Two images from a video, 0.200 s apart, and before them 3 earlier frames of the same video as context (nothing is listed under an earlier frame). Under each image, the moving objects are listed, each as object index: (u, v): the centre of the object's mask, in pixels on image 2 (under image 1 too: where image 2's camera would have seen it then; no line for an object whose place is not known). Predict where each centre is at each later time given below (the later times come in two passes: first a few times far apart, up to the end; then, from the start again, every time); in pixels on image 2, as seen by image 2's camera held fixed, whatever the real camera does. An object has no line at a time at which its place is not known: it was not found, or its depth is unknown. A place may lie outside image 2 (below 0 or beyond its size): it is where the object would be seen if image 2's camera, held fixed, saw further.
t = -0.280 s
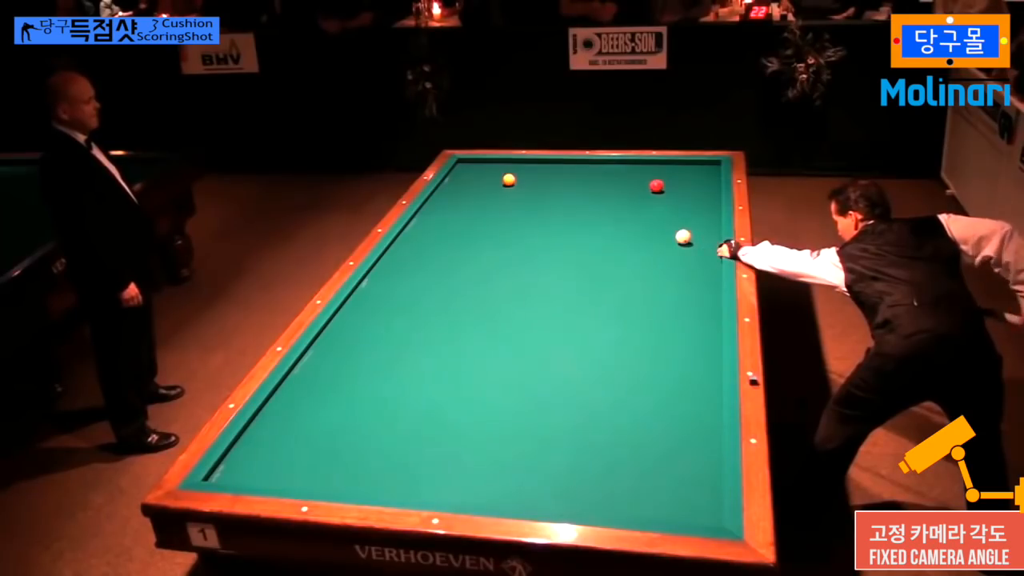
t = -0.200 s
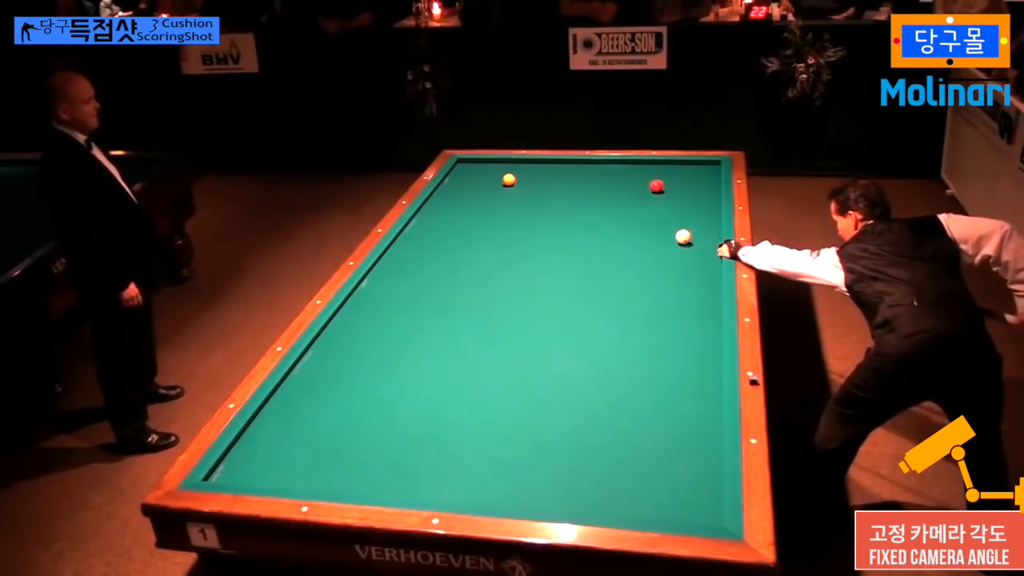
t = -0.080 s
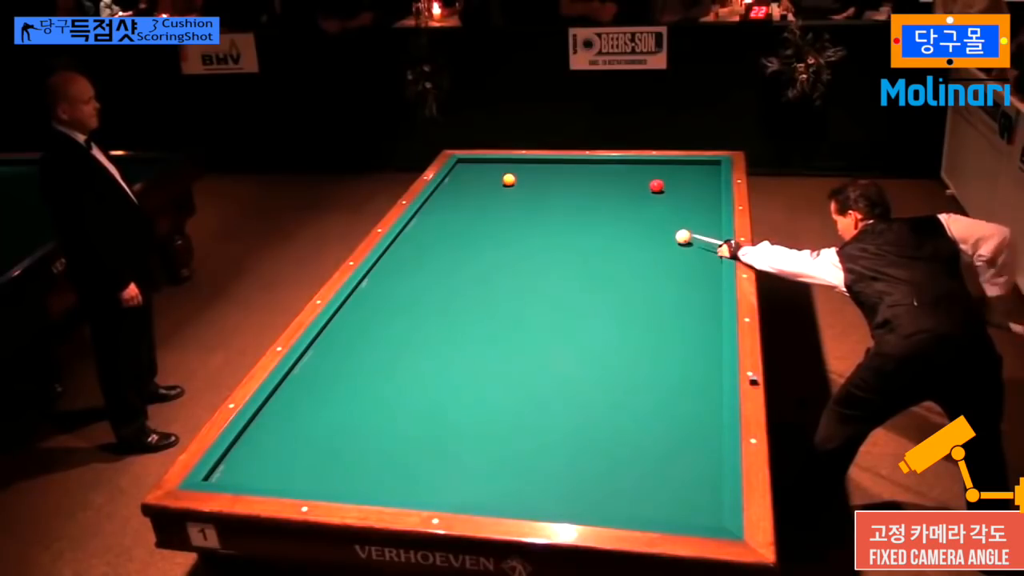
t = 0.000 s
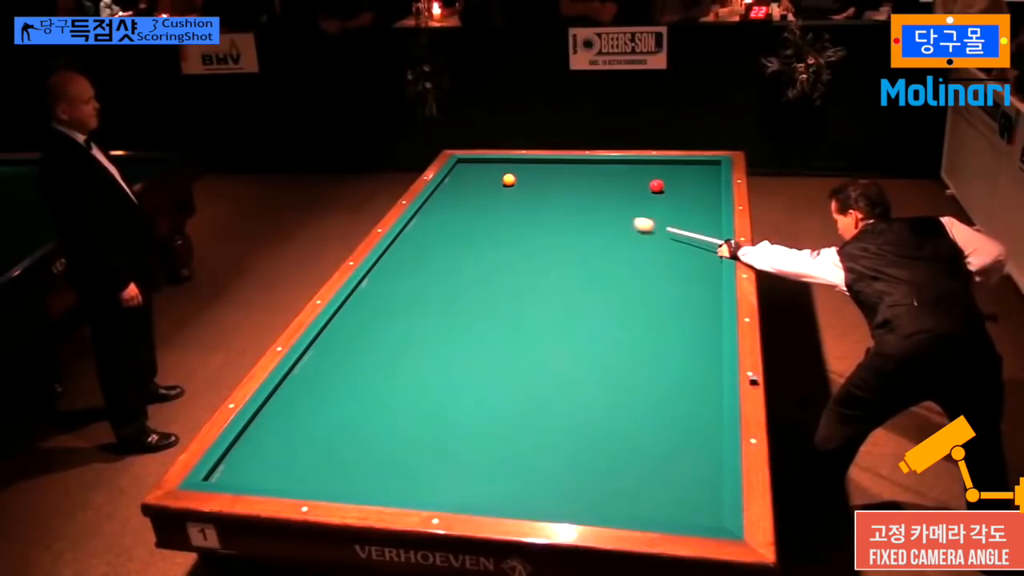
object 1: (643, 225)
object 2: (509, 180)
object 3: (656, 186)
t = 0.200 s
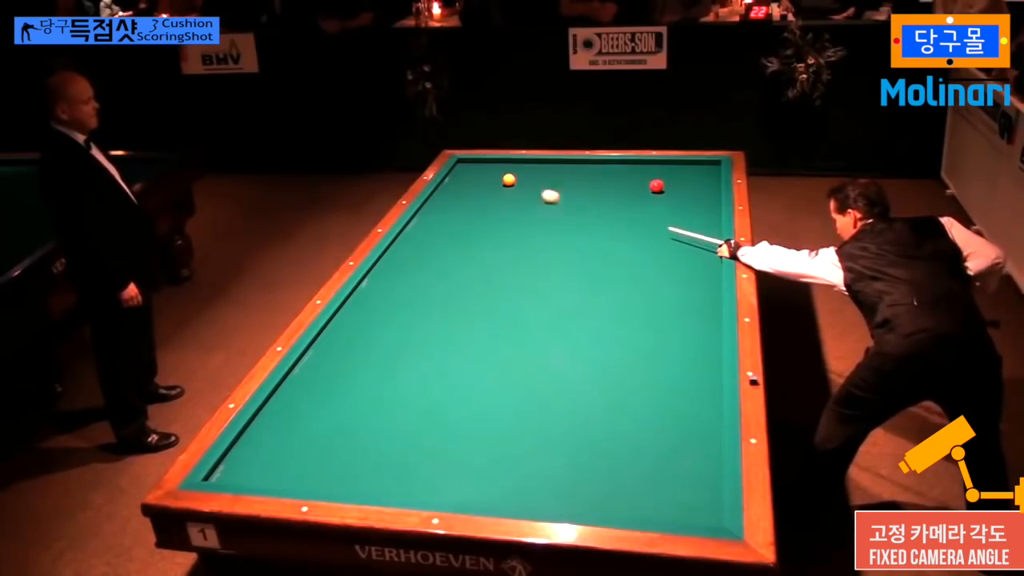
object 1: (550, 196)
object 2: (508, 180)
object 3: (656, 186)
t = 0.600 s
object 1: (476, 183)
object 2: (494, 169)
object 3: (656, 186)
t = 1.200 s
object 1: (613, 165)
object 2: (438, 208)
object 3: (656, 186)
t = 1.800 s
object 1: (712, 172)
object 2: (397, 252)
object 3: (657, 186)
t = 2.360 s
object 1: (668, 185)
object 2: (376, 299)
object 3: (651, 187)
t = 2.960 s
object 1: (659, 191)
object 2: (349, 360)
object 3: (611, 194)
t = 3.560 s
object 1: (651, 197)
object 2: (315, 436)
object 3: (574, 202)
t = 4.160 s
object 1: (645, 202)
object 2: (324, 461)
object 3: (540, 209)
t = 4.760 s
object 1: (639, 205)
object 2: (377, 417)
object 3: (508, 215)
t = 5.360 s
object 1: (635, 208)
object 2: (421, 382)
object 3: (479, 221)
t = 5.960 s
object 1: (633, 209)
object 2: (458, 353)
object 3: (453, 227)
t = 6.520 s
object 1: (633, 209)
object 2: (486, 331)
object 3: (432, 231)
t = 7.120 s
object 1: (633, 209)
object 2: (511, 311)
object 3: (413, 236)
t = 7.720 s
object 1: (633, 209)
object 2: (533, 294)
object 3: (402, 238)
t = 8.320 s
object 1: (633, 209)
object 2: (550, 280)
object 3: (406, 240)
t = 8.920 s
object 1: (633, 209)
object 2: (564, 268)
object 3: (408, 241)
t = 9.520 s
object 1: (633, 209)
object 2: (576, 258)
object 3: (408, 241)
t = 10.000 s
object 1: (633, 209)
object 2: (584, 252)
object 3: (408, 241)
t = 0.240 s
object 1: (534, 191)
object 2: (508, 180)
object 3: (656, 186)
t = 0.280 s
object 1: (519, 186)
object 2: (508, 179)
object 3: (656, 186)
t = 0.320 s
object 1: (502, 184)
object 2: (510, 176)
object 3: (656, 186)
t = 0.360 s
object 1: (488, 184)
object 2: (508, 173)
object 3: (656, 186)
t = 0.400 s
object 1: (474, 185)
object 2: (507, 168)
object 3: (656, 186)
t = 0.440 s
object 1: (459, 185)
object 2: (507, 164)
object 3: (656, 186)
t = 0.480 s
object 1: (445, 185)
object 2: (506, 161)
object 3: (656, 186)
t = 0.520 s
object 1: (451, 185)
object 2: (502, 163)
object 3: (656, 186)
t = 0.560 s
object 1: (463, 184)
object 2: (499, 166)
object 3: (656, 186)
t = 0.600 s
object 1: (476, 183)
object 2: (494, 169)
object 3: (656, 186)
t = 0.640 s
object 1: (487, 182)
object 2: (491, 171)
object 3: (656, 186)
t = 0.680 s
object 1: (499, 180)
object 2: (486, 174)
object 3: (656, 186)
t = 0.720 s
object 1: (509, 179)
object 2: (483, 177)
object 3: (656, 186)
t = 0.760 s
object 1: (520, 178)
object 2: (479, 180)
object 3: (656, 186)
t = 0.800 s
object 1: (529, 177)
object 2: (476, 182)
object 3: (656, 186)
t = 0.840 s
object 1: (538, 176)
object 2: (472, 184)
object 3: (656, 186)
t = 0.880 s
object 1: (547, 175)
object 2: (469, 187)
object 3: (657, 186)
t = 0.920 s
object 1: (556, 173)
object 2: (465, 190)
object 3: (656, 186)
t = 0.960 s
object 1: (564, 172)
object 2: (461, 192)
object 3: (656, 186)
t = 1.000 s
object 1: (572, 171)
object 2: (457, 195)
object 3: (656, 186)
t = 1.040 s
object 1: (580, 170)
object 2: (454, 197)
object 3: (656, 186)
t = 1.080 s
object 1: (589, 168)
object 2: (450, 200)
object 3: (656, 186)
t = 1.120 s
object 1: (597, 167)
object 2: (446, 203)
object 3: (656, 186)
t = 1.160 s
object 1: (605, 166)
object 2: (442, 206)
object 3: (656, 186)
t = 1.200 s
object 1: (613, 165)
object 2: (438, 208)
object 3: (656, 186)
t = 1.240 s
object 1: (621, 163)
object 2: (434, 212)
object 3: (656, 186)
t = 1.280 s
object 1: (629, 162)
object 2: (430, 214)
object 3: (656, 186)
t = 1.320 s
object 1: (636, 162)
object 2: (426, 217)
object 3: (656, 186)
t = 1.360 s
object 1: (642, 163)
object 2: (422, 220)
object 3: (656, 186)
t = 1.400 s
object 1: (648, 163)
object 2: (417, 223)
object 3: (656, 186)
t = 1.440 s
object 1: (654, 164)
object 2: (413, 226)
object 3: (656, 186)
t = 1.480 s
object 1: (661, 165)
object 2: (408, 229)
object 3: (656, 186)
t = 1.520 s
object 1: (667, 166)
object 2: (407, 232)
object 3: (656, 186)
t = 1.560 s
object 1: (674, 167)
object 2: (405, 235)
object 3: (656, 186)
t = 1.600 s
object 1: (680, 168)
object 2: (404, 237)
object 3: (656, 186)
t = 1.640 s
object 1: (686, 168)
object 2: (403, 240)
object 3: (656, 186)
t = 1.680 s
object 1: (693, 169)
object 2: (401, 243)
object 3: (657, 186)
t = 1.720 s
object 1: (699, 170)
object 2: (400, 246)
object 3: (657, 186)
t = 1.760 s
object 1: (706, 171)
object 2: (399, 249)
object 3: (657, 186)
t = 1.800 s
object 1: (712, 172)
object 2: (397, 252)
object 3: (657, 186)
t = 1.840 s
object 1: (713, 172)
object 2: (396, 255)
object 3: (657, 186)
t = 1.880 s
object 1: (708, 173)
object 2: (395, 258)
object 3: (657, 186)
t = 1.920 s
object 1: (704, 175)
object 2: (393, 262)
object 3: (657, 186)
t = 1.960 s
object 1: (700, 176)
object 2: (392, 265)
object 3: (656, 186)
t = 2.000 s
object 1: (696, 177)
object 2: (390, 268)
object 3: (656, 186)
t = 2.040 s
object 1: (692, 178)
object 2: (389, 271)
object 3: (656, 186)
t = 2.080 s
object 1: (689, 179)
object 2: (387, 275)
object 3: (656, 186)
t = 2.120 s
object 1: (685, 180)
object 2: (386, 278)
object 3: (656, 186)
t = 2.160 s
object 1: (681, 181)
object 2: (384, 282)
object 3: (656, 186)
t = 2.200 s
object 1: (678, 182)
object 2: (382, 285)
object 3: (656, 186)
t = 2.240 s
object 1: (674, 183)
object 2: (381, 288)
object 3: (656, 186)
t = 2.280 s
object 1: (671, 184)
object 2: (379, 292)
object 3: (656, 186)
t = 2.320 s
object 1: (669, 185)
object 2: (378, 296)
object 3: (654, 186)
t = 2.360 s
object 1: (668, 185)
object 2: (376, 299)
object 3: (651, 187)
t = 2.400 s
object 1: (667, 186)
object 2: (375, 303)
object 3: (648, 187)
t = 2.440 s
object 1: (667, 186)
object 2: (373, 307)
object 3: (646, 188)
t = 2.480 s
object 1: (666, 186)
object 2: (371, 311)
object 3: (643, 188)
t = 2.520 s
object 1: (665, 187)
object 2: (370, 314)
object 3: (640, 189)
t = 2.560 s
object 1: (665, 187)
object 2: (368, 318)
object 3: (638, 189)
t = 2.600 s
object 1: (664, 188)
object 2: (366, 322)
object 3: (635, 190)
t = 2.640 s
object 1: (664, 188)
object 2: (364, 326)
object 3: (632, 190)
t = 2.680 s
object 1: (663, 189)
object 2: (362, 330)
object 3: (629, 191)
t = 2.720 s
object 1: (662, 189)
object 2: (361, 334)
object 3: (627, 191)
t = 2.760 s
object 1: (662, 189)
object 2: (359, 338)
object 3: (624, 192)
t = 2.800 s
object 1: (661, 190)
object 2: (357, 343)
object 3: (622, 192)
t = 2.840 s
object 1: (661, 190)
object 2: (355, 347)
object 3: (619, 193)
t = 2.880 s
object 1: (660, 191)
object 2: (353, 351)
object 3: (617, 193)
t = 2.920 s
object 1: (660, 191)
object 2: (351, 356)
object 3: (614, 194)
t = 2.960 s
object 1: (659, 191)
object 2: (349, 360)
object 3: (611, 194)
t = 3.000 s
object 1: (658, 192)
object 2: (347, 365)
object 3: (609, 195)
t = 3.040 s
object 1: (658, 192)
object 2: (345, 369)
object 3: (606, 195)
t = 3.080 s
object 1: (657, 193)
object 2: (343, 374)
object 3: (604, 196)
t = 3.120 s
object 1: (657, 193)
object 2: (341, 379)
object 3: (601, 196)
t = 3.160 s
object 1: (656, 193)
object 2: (339, 384)
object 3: (598, 197)
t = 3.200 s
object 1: (656, 194)
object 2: (336, 389)
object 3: (596, 198)
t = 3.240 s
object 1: (655, 194)
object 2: (334, 393)
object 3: (593, 198)
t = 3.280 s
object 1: (655, 195)
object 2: (332, 399)
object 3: (591, 199)
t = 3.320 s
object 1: (654, 195)
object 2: (330, 404)
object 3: (588, 199)
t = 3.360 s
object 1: (654, 195)
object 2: (327, 409)
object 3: (586, 199)
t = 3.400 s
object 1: (653, 196)
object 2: (325, 414)
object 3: (583, 200)
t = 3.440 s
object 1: (653, 196)
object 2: (323, 420)
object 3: (581, 200)
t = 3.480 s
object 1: (652, 196)
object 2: (320, 425)
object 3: (579, 201)
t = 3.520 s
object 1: (652, 197)
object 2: (318, 431)
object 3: (577, 201)
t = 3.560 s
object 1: (651, 197)
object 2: (315, 436)
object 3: (574, 202)
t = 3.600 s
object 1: (651, 197)
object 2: (313, 442)
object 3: (572, 202)
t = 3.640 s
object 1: (650, 198)
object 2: (310, 448)
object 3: (569, 203)
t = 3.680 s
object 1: (650, 198)
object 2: (308, 454)
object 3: (567, 203)
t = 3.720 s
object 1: (649, 198)
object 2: (305, 460)
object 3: (565, 204)
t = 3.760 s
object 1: (649, 199)
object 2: (303, 466)
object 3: (562, 204)
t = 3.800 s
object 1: (648, 199)
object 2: (300, 472)
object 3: (560, 205)
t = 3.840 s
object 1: (648, 199)
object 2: (298, 477)
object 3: (558, 205)
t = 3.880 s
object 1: (648, 200)
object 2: (295, 481)
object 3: (555, 206)
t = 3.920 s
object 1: (647, 200)
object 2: (300, 479)
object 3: (553, 206)
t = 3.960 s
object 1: (647, 200)
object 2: (304, 476)
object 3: (551, 207)
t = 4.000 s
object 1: (646, 201)
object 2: (308, 473)
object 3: (549, 207)
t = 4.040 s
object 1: (646, 201)
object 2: (312, 470)
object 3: (546, 207)
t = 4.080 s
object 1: (645, 201)
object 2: (316, 467)
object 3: (544, 208)
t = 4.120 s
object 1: (645, 202)
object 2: (320, 464)
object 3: (542, 208)
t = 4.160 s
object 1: (645, 202)
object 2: (324, 461)
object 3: (540, 209)
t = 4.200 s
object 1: (644, 202)
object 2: (327, 457)
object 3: (537, 209)
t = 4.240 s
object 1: (644, 202)
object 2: (331, 454)
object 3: (535, 210)
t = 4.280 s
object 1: (643, 202)
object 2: (335, 451)
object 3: (533, 210)
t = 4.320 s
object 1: (643, 203)
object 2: (339, 448)
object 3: (531, 211)
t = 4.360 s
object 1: (643, 203)
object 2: (343, 445)
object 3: (529, 211)
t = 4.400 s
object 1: (642, 203)
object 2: (346, 442)
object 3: (527, 212)
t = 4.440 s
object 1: (642, 203)
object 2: (350, 439)
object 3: (525, 212)
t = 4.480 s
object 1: (642, 204)
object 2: (353, 436)
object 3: (522, 213)
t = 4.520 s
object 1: (641, 204)
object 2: (357, 434)
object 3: (520, 213)
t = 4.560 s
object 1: (641, 204)
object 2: (360, 431)
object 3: (518, 213)
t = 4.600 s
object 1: (640, 204)
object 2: (364, 428)
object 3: (516, 214)
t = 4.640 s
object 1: (640, 205)
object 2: (367, 425)
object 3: (514, 214)
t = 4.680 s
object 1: (640, 205)
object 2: (371, 423)
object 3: (512, 215)
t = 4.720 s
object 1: (639, 205)
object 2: (374, 420)
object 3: (510, 215)
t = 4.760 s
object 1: (639, 205)
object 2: (377, 417)
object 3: (508, 215)
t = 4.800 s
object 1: (639, 205)
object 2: (381, 415)
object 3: (506, 216)
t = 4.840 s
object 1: (639, 206)
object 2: (384, 412)
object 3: (504, 216)
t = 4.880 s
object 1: (638, 206)
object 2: (387, 409)
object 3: (502, 217)
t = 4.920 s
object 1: (638, 206)
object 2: (390, 407)
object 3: (500, 217)
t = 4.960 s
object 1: (638, 206)
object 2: (393, 405)
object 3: (498, 218)
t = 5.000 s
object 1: (638, 206)
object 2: (396, 402)
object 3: (496, 218)
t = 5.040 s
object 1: (637, 207)
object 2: (399, 400)
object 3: (494, 218)
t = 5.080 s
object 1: (637, 207)
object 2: (402, 398)
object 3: (492, 219)
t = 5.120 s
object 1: (637, 207)
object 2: (405, 395)
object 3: (490, 219)
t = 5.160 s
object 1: (637, 207)
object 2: (408, 393)
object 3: (488, 220)
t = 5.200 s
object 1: (636, 207)
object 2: (411, 391)
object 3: (486, 220)
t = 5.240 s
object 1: (636, 207)
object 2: (413, 389)
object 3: (484, 220)
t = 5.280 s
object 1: (636, 208)
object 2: (416, 387)
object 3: (483, 221)
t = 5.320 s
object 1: (636, 208)
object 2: (419, 384)
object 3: (481, 221)
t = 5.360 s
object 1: (635, 208)
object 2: (421, 382)
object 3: (479, 221)
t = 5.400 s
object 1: (635, 208)
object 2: (424, 380)
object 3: (477, 222)
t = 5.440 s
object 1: (635, 208)
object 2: (427, 378)
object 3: (475, 222)
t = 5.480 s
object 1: (635, 208)
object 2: (429, 376)
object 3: (474, 223)
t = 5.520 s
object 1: (635, 208)
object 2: (432, 374)
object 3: (472, 223)
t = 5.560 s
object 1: (635, 208)
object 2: (434, 372)
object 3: (470, 224)
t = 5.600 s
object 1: (634, 208)
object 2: (437, 370)
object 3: (468, 224)
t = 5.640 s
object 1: (634, 208)
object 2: (439, 368)
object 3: (467, 224)
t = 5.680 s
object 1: (634, 208)
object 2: (442, 366)
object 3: (465, 225)
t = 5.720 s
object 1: (634, 209)
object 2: (444, 364)
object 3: (463, 225)
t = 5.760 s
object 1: (634, 209)
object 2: (446, 362)
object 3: (461, 225)
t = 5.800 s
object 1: (634, 209)
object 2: (449, 361)
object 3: (460, 225)
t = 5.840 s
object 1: (634, 209)
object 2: (451, 359)
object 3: (458, 226)
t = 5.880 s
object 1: (634, 209)
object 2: (453, 357)
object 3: (457, 226)
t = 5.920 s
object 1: (633, 209)
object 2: (455, 355)
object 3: (455, 226)
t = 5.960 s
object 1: (633, 209)
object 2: (458, 353)
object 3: (453, 227)
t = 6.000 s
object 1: (633, 209)
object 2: (460, 352)
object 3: (452, 227)
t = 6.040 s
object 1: (633, 209)
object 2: (462, 350)
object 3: (450, 228)
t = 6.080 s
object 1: (633, 209)
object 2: (464, 348)
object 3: (449, 228)
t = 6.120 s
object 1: (633, 209)
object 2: (466, 347)
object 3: (447, 229)
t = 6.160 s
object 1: (633, 209)
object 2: (468, 345)
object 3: (445, 229)
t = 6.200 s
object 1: (633, 209)
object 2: (470, 343)
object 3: (444, 229)
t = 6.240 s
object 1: (633, 209)
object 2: (472, 342)
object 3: (442, 229)
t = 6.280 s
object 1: (633, 209)
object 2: (474, 340)
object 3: (441, 230)
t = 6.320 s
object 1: (633, 209)
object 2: (476, 338)
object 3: (439, 230)
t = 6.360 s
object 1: (633, 209)
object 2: (478, 337)
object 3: (438, 230)
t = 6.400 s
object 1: (633, 209)
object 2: (480, 335)
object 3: (436, 231)
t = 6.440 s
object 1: (633, 209)
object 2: (482, 334)
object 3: (435, 231)
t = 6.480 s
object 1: (633, 209)
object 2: (484, 332)
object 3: (433, 231)
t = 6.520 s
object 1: (633, 209)
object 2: (486, 331)
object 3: (432, 231)
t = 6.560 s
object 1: (633, 209)
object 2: (488, 329)
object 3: (431, 232)
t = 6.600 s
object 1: (633, 209)
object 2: (490, 328)
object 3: (429, 232)
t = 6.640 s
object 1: (633, 209)
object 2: (491, 326)
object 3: (428, 232)
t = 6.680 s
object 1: (633, 209)
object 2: (493, 325)
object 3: (426, 233)
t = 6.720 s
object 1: (633, 209)
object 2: (495, 324)
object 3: (425, 233)
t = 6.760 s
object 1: (633, 209)
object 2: (497, 322)
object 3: (424, 233)
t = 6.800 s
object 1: (633, 209)
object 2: (498, 321)
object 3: (422, 233)
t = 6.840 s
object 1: (633, 209)
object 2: (500, 319)
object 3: (421, 234)
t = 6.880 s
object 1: (633, 209)
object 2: (502, 318)
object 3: (420, 234)
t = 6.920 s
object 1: (633, 209)
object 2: (503, 317)
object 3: (418, 234)
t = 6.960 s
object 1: (633, 209)
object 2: (505, 315)
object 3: (417, 235)
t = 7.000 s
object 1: (633, 209)
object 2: (507, 314)
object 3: (416, 235)
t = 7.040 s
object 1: (633, 209)
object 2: (508, 313)
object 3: (415, 235)
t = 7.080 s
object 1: (633, 209)
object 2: (510, 312)
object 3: (414, 235)
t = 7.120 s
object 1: (633, 209)
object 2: (511, 311)
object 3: (413, 236)
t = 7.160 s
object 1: (633, 209)
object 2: (513, 309)
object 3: (411, 236)
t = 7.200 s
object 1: (633, 209)
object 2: (514, 308)
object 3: (410, 236)
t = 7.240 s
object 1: (633, 209)
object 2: (516, 307)
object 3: (409, 236)
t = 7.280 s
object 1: (633, 209)
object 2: (517, 306)
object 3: (408, 236)
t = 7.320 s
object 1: (633, 209)
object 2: (519, 305)
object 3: (407, 237)
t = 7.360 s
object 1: (633, 209)
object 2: (520, 303)
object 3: (406, 237)
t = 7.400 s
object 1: (633, 209)
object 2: (522, 302)
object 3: (405, 237)
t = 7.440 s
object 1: (633, 209)
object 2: (523, 301)
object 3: (404, 237)
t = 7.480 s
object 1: (633, 209)
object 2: (524, 300)
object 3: (403, 237)
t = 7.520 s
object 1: (633, 209)
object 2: (526, 299)
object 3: (402, 238)
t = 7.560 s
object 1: (633, 209)
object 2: (527, 298)
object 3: (401, 238)
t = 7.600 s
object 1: (633, 209)
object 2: (529, 297)
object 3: (401, 238)
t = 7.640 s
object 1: (633, 209)
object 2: (530, 296)
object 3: (402, 238)
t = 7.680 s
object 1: (633, 209)
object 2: (531, 295)
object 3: (402, 238)
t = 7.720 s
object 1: (633, 209)
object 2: (533, 294)
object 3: (402, 238)
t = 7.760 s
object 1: (633, 209)
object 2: (534, 293)
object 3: (403, 238)
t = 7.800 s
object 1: (633, 209)
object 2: (535, 292)
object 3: (403, 238)
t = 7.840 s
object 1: (633, 209)
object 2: (536, 291)
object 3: (403, 238)
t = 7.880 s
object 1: (633, 209)
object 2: (537, 290)
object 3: (404, 238)
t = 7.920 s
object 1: (633, 209)
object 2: (539, 289)
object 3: (404, 239)
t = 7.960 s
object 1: (633, 209)
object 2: (540, 288)
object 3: (404, 239)
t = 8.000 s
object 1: (633, 209)
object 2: (541, 287)
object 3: (404, 239)
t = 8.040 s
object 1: (633, 209)
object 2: (542, 286)
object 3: (405, 239)
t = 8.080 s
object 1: (633, 209)
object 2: (543, 285)
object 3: (405, 239)
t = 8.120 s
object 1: (633, 209)
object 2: (544, 284)
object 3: (405, 239)
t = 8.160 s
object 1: (633, 209)
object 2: (546, 283)
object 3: (405, 239)
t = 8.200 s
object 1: (633, 209)
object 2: (547, 282)
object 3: (405, 239)
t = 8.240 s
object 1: (633, 209)
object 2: (548, 281)
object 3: (405, 239)
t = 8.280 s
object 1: (633, 209)
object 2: (549, 281)
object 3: (406, 240)
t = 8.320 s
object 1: (633, 209)
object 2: (550, 280)
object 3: (406, 240)
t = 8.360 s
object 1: (633, 209)
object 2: (551, 279)
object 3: (406, 240)
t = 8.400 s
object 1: (633, 209)
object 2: (552, 278)
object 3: (406, 240)
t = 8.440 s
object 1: (633, 209)
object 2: (553, 277)
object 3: (406, 240)
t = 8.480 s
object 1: (633, 209)
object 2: (554, 277)
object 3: (406, 240)
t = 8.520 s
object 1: (633, 209)
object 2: (555, 276)
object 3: (406, 240)
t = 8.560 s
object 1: (633, 209)
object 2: (556, 275)
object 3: (407, 240)
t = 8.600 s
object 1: (633, 209)
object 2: (557, 274)
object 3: (407, 240)
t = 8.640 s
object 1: (633, 209)
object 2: (558, 273)
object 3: (407, 240)
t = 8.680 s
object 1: (633, 209)
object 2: (559, 273)
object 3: (407, 241)
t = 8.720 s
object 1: (633, 209)
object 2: (560, 272)
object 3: (408, 240)
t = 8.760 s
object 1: (633, 209)
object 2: (561, 271)
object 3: (408, 240)
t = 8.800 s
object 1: (633, 209)
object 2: (562, 270)
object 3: (408, 241)
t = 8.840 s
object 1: (633, 209)
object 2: (562, 269)
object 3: (408, 241)
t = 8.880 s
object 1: (633, 209)
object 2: (563, 269)
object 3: (408, 241)
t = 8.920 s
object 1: (633, 209)
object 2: (564, 268)
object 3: (408, 241)
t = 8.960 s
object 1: (633, 209)
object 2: (565, 268)
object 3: (408, 241)
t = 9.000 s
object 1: (633, 209)
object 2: (566, 267)
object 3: (408, 241)
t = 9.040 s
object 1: (633, 209)
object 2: (567, 266)
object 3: (408, 241)
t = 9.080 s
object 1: (633, 209)
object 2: (567, 265)
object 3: (408, 241)
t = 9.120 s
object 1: (633, 209)
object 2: (568, 265)
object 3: (408, 241)
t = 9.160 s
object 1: (633, 209)
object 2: (569, 264)
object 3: (408, 241)
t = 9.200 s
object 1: (633, 209)
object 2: (570, 263)
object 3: (408, 241)
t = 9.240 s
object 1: (633, 209)
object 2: (571, 263)
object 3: (408, 241)
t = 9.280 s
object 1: (633, 209)
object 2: (571, 262)
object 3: (408, 241)
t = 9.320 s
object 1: (633, 209)
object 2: (572, 261)
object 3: (408, 241)
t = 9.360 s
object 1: (633, 209)
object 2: (573, 261)
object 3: (408, 241)
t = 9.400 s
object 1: (633, 209)
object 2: (574, 260)
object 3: (408, 241)
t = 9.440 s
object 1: (633, 209)
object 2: (574, 259)
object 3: (408, 241)
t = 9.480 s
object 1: (633, 209)
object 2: (575, 259)
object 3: (408, 241)
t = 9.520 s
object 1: (633, 209)
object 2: (576, 258)
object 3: (408, 241)
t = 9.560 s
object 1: (633, 209)
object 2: (577, 258)
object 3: (408, 241)
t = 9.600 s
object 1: (633, 209)
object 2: (577, 257)
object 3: (408, 241)
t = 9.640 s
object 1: (633, 209)
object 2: (578, 257)
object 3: (408, 241)
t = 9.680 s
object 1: (633, 209)
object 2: (579, 256)
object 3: (408, 241)
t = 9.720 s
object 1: (633, 209)
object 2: (579, 256)
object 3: (408, 241)
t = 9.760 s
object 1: (633, 209)
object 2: (580, 255)
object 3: (408, 241)
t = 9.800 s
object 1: (633, 209)
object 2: (581, 254)
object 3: (408, 241)
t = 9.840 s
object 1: (633, 209)
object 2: (581, 254)
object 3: (408, 241)
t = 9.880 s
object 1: (633, 209)
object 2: (582, 253)
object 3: (408, 241)
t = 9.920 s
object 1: (633, 209)
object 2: (582, 253)
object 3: (408, 241)
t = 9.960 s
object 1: (633, 209)
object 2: (583, 252)
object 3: (408, 241)
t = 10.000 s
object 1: (633, 209)
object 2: (584, 252)
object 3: (408, 241)
